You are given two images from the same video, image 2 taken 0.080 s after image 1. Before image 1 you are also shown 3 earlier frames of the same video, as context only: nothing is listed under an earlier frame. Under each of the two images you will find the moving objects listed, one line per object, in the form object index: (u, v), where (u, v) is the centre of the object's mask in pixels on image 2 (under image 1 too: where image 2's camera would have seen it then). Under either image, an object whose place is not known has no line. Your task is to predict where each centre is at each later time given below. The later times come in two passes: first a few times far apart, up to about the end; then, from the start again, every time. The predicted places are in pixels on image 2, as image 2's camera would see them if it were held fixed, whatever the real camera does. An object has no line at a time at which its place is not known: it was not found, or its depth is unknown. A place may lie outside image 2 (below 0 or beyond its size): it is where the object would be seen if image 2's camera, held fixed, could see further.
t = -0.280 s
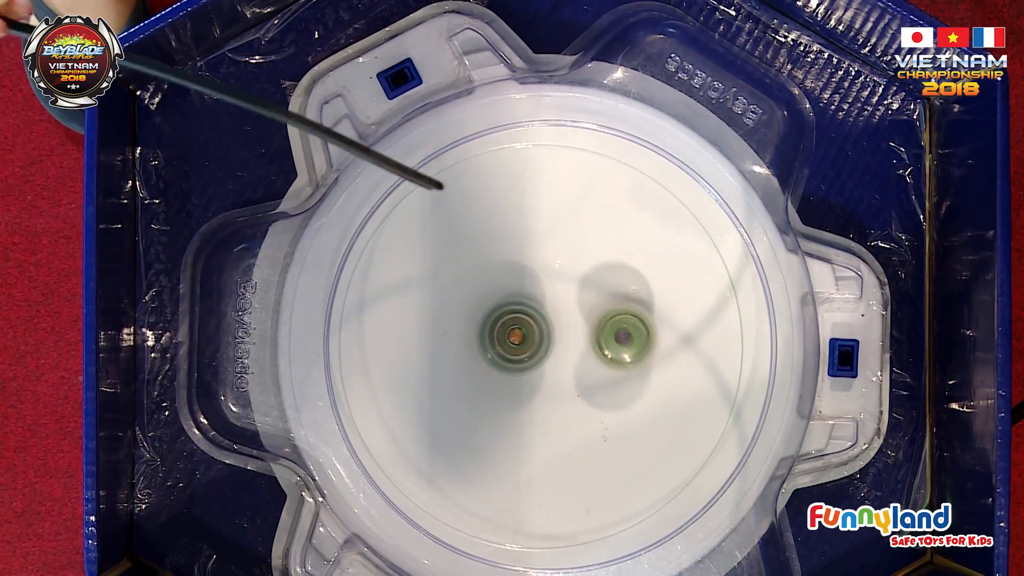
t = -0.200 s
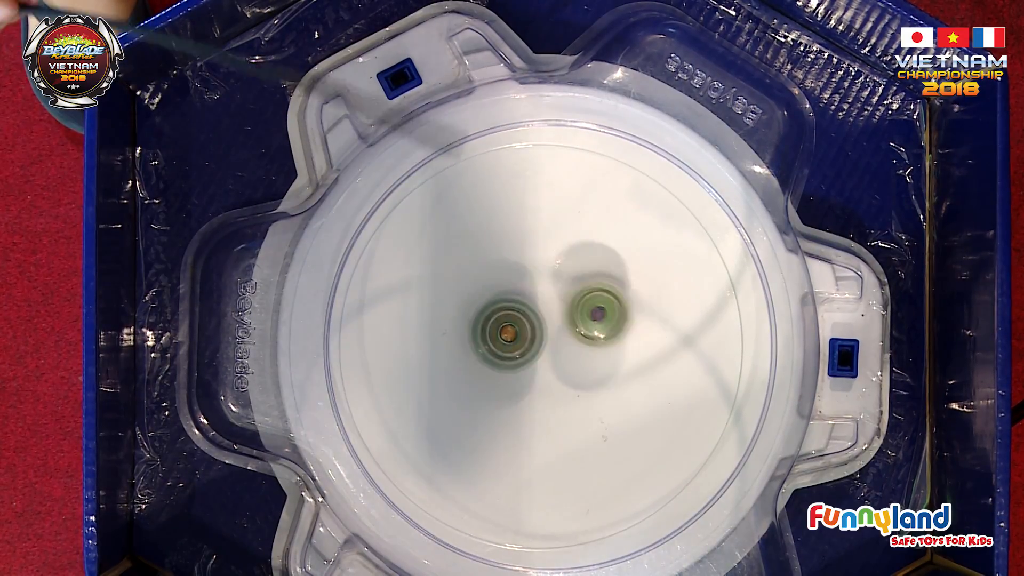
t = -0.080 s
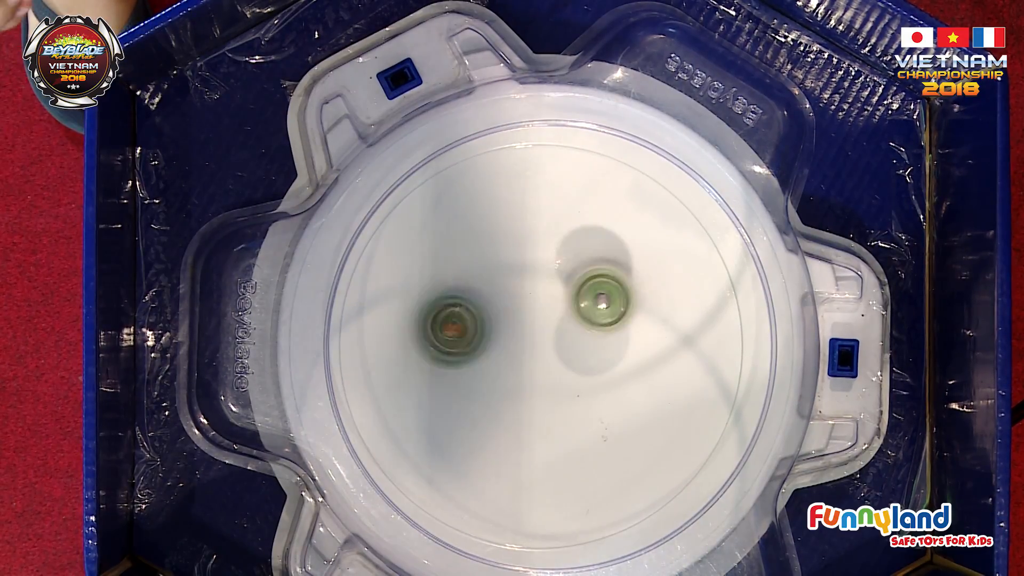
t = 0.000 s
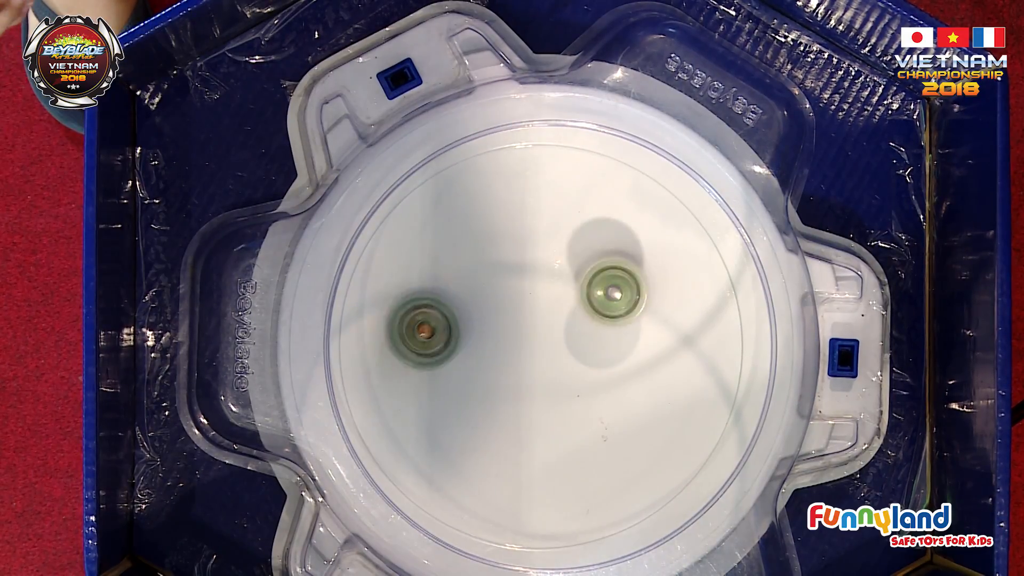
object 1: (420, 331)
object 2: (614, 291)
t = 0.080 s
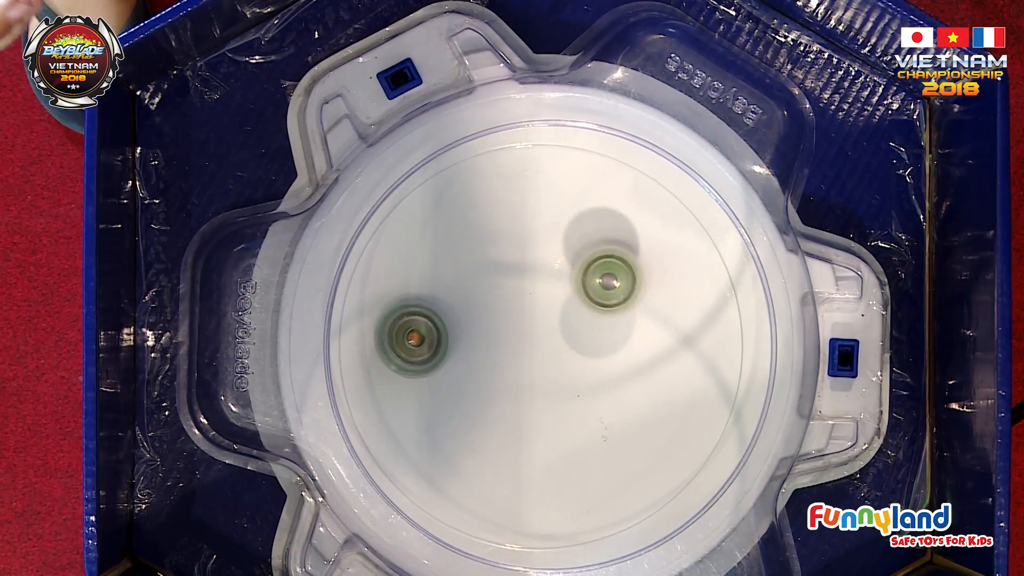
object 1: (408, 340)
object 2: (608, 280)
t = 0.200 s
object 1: (407, 347)
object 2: (582, 274)
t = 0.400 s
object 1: (432, 353)
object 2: (545, 330)
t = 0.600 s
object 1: (486, 350)
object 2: (559, 398)
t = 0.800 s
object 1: (549, 345)
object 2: (601, 423)
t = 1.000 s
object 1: (596, 338)
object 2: (639, 406)
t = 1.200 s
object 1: (612, 287)
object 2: (634, 427)
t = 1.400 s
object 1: (596, 248)
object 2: (607, 461)
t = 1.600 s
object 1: (552, 248)
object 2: (553, 456)
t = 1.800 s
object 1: (519, 289)
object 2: (500, 428)
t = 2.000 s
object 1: (501, 329)
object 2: (455, 397)
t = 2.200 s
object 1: (515, 339)
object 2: (429, 374)
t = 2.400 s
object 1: (526, 348)
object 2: (450, 326)
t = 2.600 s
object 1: (533, 363)
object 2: (489, 280)
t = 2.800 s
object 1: (544, 378)
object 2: (534, 260)
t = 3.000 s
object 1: (559, 385)
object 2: (587, 264)
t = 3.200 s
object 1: (568, 378)
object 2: (621, 286)
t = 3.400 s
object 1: (557, 371)
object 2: (648, 320)
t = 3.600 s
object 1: (532, 363)
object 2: (643, 357)
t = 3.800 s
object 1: (513, 348)
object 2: (611, 400)
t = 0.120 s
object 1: (405, 342)
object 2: (601, 276)
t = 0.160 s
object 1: (408, 344)
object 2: (593, 274)
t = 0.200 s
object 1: (407, 347)
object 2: (582, 274)
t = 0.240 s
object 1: (408, 350)
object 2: (571, 279)
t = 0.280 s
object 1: (412, 352)
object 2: (561, 289)
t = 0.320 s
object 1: (417, 353)
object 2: (552, 301)
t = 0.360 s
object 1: (424, 354)
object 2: (547, 315)
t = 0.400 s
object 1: (432, 353)
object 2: (545, 330)
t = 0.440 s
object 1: (442, 352)
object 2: (545, 344)
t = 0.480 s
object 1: (452, 352)
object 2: (547, 359)
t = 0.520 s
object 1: (462, 351)
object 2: (549, 373)
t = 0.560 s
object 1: (476, 350)
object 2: (553, 386)
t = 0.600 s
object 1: (486, 350)
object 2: (559, 398)
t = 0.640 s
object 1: (498, 349)
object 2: (566, 408)
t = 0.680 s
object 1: (511, 348)
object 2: (574, 416)
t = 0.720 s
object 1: (524, 346)
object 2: (582, 421)
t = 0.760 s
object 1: (536, 346)
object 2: (591, 423)
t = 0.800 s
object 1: (549, 345)
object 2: (601, 423)
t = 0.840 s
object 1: (561, 347)
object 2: (610, 418)
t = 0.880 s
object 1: (571, 345)
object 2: (620, 417)
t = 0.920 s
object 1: (579, 340)
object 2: (628, 417)
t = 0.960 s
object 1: (587, 339)
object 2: (635, 413)
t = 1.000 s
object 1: (596, 338)
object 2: (639, 406)
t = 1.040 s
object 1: (601, 330)
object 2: (643, 407)
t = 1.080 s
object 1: (605, 327)
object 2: (644, 405)
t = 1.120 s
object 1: (609, 325)
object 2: (642, 399)
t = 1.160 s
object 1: (612, 308)
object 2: (638, 411)
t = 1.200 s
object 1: (612, 287)
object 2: (634, 427)
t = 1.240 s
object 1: (610, 275)
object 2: (629, 439)
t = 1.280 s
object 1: (606, 267)
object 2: (624, 448)
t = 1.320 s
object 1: (602, 259)
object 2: (620, 453)
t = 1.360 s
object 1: (602, 253)
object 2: (614, 457)
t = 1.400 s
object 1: (596, 248)
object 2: (607, 461)
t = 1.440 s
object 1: (590, 244)
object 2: (598, 463)
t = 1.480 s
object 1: (578, 242)
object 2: (588, 463)
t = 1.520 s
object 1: (569, 242)
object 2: (576, 462)
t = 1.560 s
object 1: (561, 244)
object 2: (564, 459)
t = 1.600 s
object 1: (552, 248)
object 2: (553, 456)
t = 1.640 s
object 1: (544, 255)
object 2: (541, 452)
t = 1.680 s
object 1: (538, 261)
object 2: (530, 446)
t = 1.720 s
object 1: (531, 271)
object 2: (519, 440)
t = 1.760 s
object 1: (525, 279)
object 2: (508, 434)
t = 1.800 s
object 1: (519, 289)
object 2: (500, 428)
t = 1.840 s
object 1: (513, 298)
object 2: (490, 421)
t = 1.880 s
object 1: (508, 306)
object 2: (480, 414)
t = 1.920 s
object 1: (503, 316)
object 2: (473, 407)
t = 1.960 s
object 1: (499, 325)
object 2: (466, 398)
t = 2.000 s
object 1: (501, 329)
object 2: (455, 397)
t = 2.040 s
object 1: (509, 329)
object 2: (444, 397)
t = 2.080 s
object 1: (512, 332)
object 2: (437, 393)
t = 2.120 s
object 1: (512, 334)
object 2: (433, 389)
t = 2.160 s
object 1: (514, 337)
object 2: (430, 383)
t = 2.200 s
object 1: (515, 339)
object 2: (429, 374)
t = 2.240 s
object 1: (518, 341)
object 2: (431, 366)
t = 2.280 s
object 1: (520, 342)
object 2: (434, 356)
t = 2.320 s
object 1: (522, 344)
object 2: (438, 346)
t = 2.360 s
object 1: (524, 346)
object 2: (444, 336)
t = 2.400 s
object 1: (526, 348)
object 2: (450, 326)
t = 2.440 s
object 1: (528, 350)
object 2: (459, 315)
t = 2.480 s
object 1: (529, 353)
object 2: (467, 306)
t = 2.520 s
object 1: (531, 356)
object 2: (474, 298)
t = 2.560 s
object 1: (532, 359)
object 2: (481, 288)
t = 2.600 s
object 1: (533, 363)
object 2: (489, 280)
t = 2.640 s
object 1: (535, 366)
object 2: (496, 275)
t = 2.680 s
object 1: (537, 370)
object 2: (505, 269)
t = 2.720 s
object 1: (539, 373)
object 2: (515, 265)
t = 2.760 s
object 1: (542, 376)
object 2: (524, 262)
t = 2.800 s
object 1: (544, 378)
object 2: (534, 260)
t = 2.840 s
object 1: (547, 380)
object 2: (546, 258)
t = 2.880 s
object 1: (551, 382)
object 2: (557, 260)
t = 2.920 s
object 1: (554, 384)
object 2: (567, 261)
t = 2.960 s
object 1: (556, 385)
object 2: (577, 262)
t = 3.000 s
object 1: (559, 385)
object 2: (587, 264)
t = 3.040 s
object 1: (561, 384)
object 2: (595, 266)
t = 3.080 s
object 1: (563, 383)
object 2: (602, 268)
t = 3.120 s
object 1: (565, 382)
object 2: (610, 274)
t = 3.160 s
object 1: (566, 381)
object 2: (615, 279)
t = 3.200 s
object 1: (568, 378)
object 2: (621, 286)
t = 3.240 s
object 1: (570, 375)
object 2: (626, 295)
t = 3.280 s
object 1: (570, 372)
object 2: (629, 303)
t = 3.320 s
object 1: (568, 370)
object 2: (633, 312)
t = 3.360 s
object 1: (560, 371)
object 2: (642, 316)
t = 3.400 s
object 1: (557, 371)
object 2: (648, 320)
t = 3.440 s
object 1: (552, 370)
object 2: (652, 326)
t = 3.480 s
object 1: (547, 369)
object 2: (653, 333)
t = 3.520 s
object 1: (542, 367)
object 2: (651, 341)
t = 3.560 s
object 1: (537, 365)
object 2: (648, 348)
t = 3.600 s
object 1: (532, 363)
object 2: (643, 357)
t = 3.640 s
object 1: (527, 360)
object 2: (637, 367)
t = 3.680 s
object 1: (523, 358)
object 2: (630, 376)
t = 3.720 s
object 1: (518, 355)
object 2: (624, 384)
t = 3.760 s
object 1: (515, 352)
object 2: (618, 391)
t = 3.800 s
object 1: (513, 348)
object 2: (611, 400)
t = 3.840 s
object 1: (511, 345)
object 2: (603, 406)
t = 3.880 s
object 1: (510, 342)
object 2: (594, 412)
